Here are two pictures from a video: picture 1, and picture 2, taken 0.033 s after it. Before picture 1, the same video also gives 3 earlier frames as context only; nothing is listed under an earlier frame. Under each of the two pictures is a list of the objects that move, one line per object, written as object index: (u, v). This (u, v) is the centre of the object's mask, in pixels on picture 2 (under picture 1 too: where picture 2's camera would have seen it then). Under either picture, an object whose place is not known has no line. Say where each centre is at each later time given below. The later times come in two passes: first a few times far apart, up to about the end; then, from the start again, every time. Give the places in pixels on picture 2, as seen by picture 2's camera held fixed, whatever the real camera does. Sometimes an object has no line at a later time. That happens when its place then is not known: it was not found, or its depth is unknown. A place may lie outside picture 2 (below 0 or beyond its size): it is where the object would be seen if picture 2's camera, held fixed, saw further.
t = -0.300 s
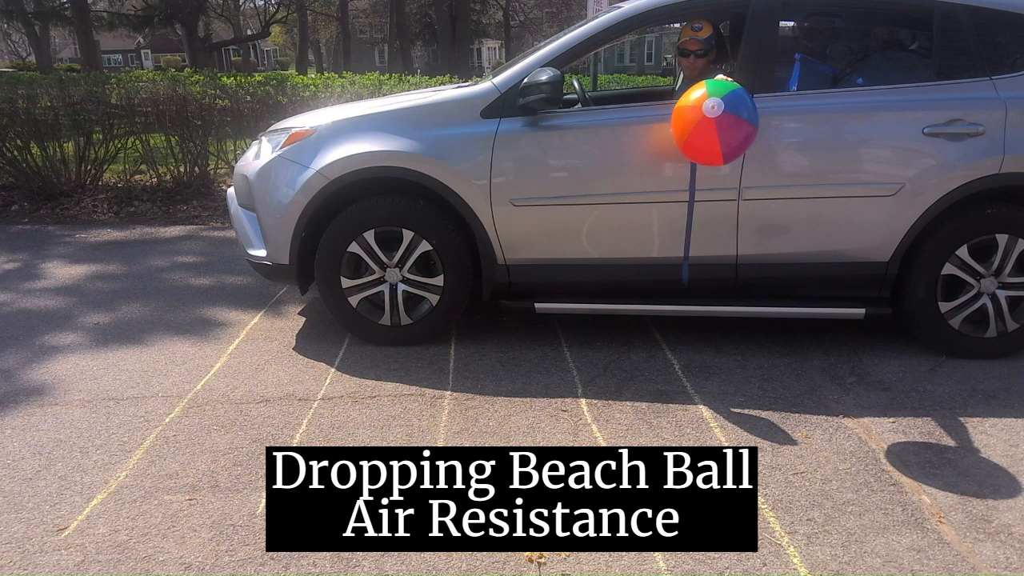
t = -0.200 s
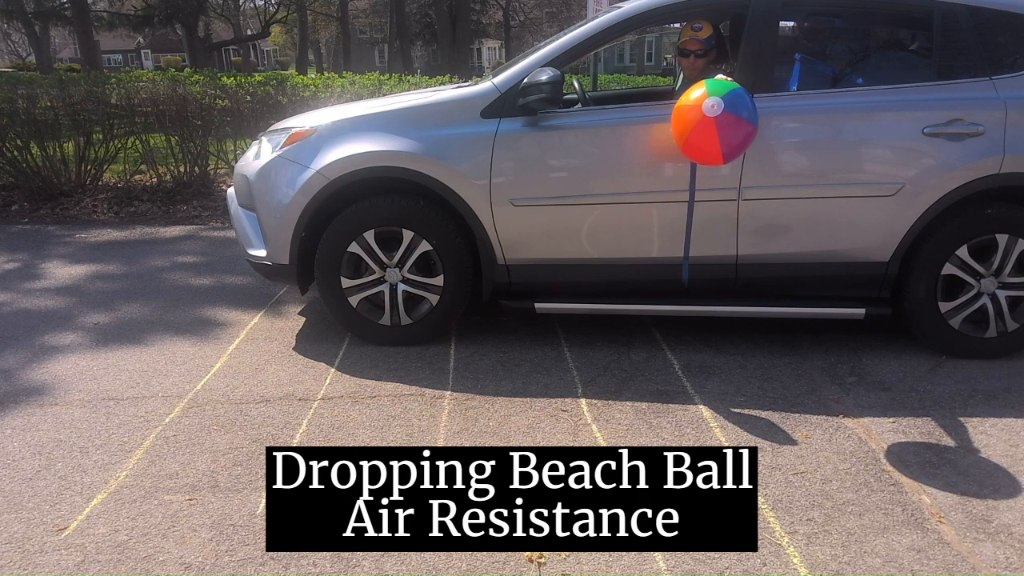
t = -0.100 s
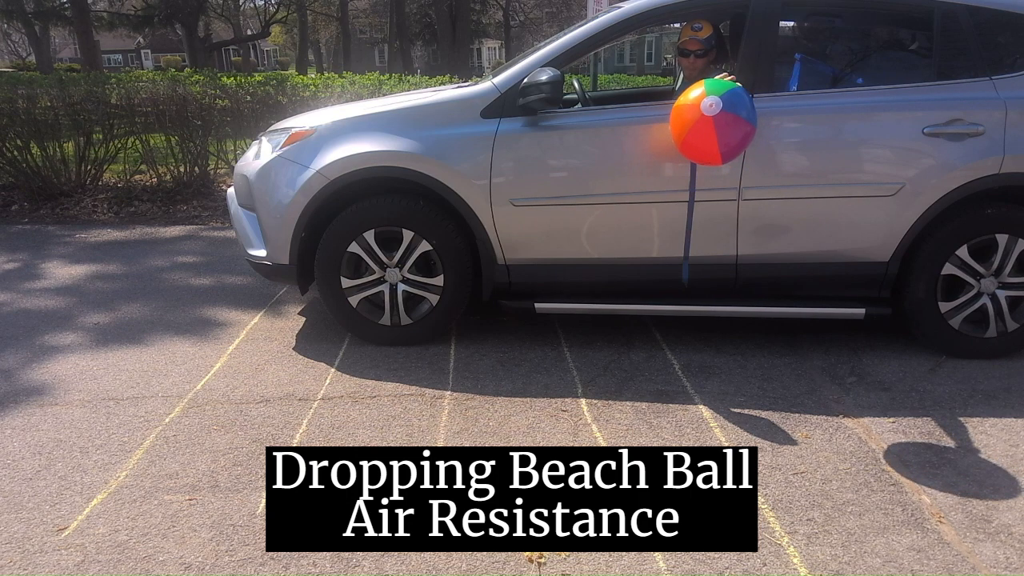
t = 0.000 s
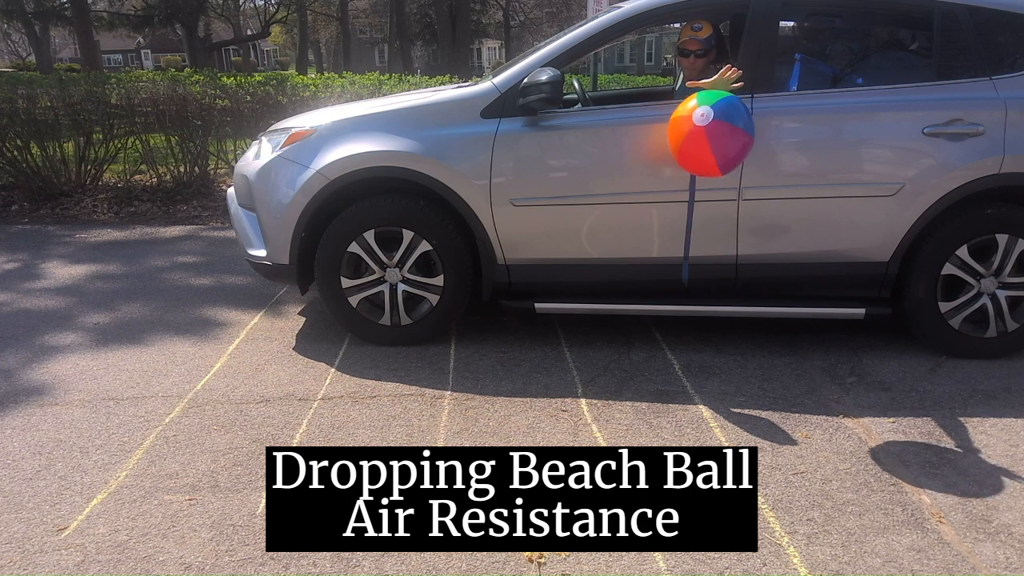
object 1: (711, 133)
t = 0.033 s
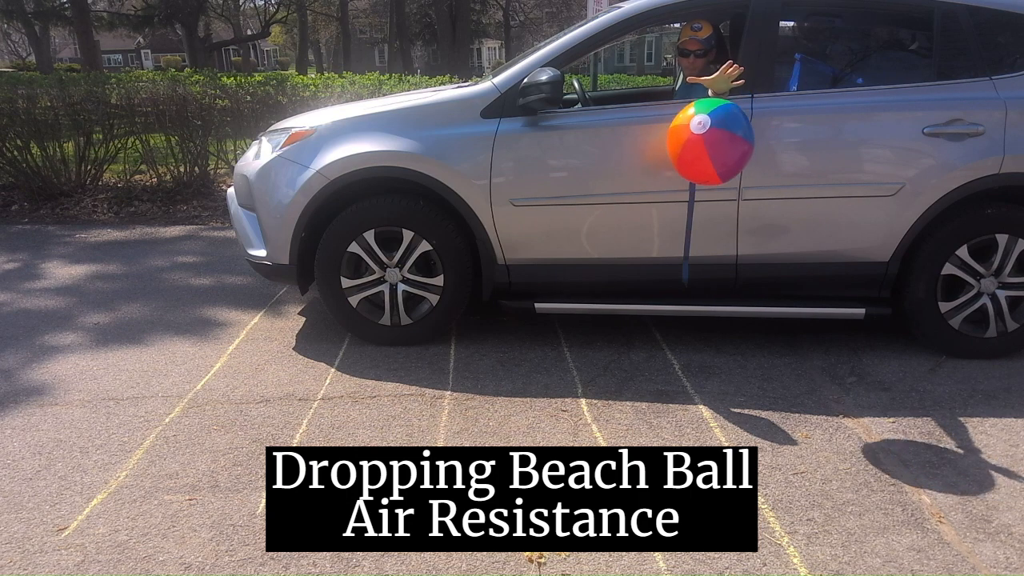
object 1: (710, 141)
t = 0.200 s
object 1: (710, 211)
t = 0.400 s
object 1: (723, 346)
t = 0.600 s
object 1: (739, 284)
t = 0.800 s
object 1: (763, 238)
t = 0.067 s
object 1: (710, 151)
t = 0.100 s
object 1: (709, 164)
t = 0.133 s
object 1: (709, 178)
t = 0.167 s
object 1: (709, 193)
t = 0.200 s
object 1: (710, 211)
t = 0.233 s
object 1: (711, 230)
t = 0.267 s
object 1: (712, 251)
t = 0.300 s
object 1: (714, 273)
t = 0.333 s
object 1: (716, 296)
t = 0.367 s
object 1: (719, 321)
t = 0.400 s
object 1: (723, 346)
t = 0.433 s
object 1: (725, 365)
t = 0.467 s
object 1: (727, 347)
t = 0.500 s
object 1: (730, 329)
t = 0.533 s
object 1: (732, 313)
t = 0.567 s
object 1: (736, 297)
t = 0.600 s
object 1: (739, 284)
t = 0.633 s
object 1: (742, 272)
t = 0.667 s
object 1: (746, 261)
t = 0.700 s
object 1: (750, 253)
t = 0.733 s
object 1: (754, 246)
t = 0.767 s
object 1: (759, 241)
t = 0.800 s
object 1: (763, 238)
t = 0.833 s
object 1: (767, 236)
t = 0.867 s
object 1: (771, 237)
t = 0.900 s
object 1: (775, 240)
